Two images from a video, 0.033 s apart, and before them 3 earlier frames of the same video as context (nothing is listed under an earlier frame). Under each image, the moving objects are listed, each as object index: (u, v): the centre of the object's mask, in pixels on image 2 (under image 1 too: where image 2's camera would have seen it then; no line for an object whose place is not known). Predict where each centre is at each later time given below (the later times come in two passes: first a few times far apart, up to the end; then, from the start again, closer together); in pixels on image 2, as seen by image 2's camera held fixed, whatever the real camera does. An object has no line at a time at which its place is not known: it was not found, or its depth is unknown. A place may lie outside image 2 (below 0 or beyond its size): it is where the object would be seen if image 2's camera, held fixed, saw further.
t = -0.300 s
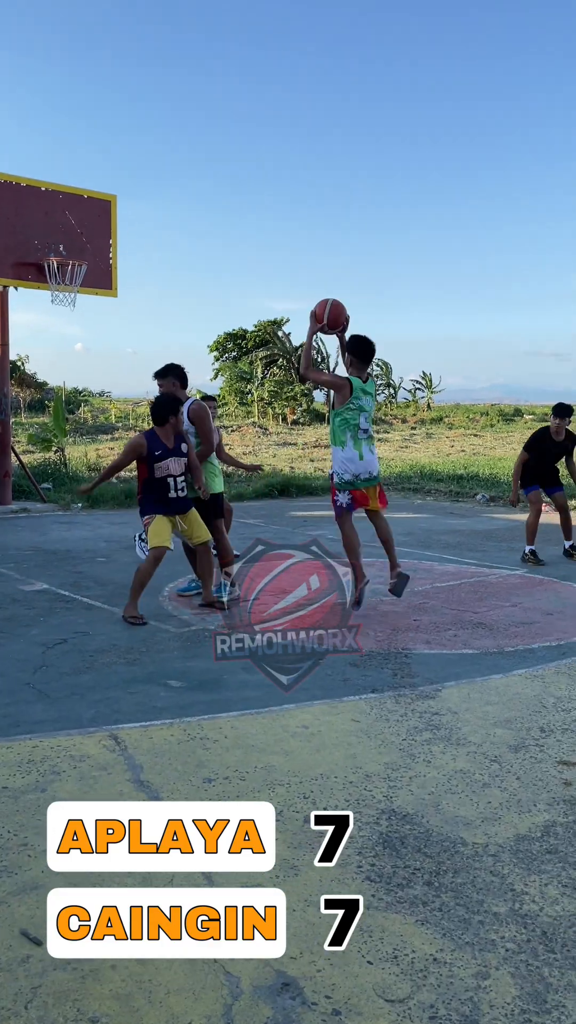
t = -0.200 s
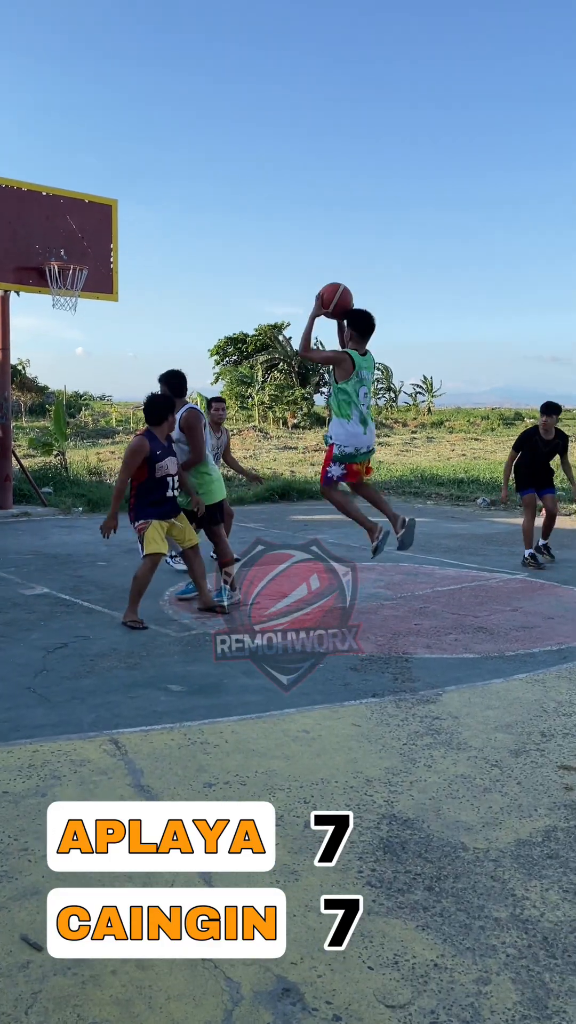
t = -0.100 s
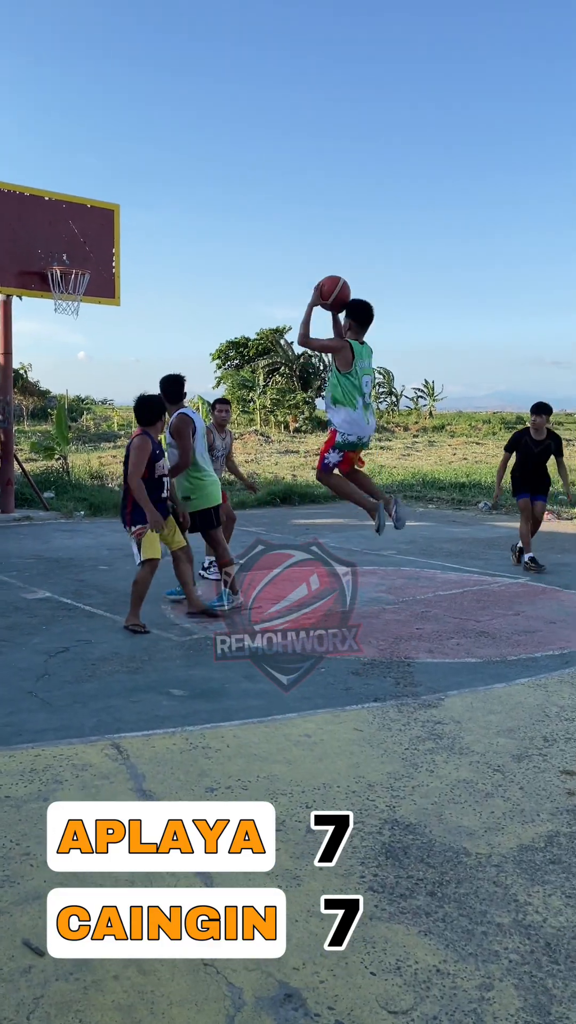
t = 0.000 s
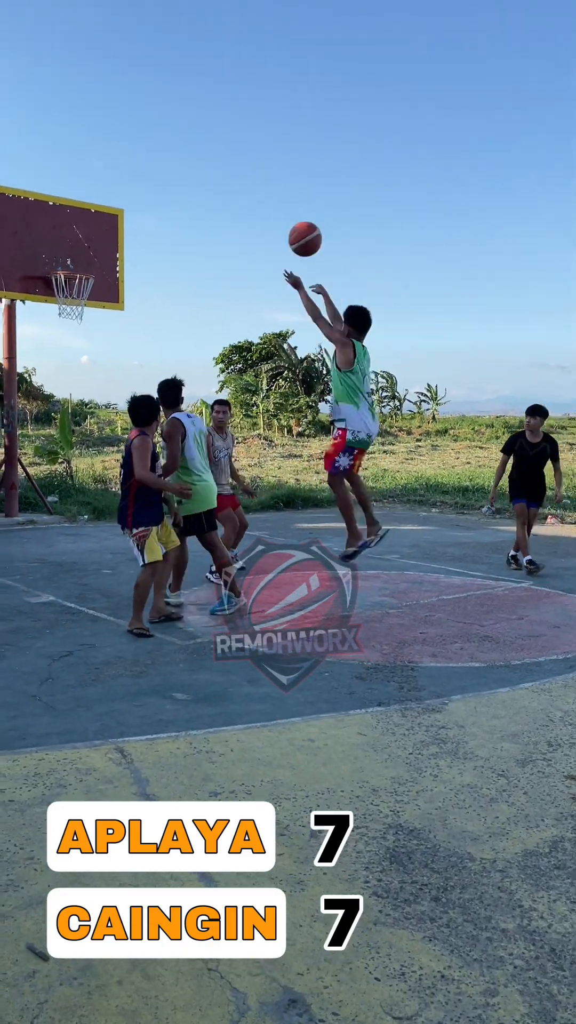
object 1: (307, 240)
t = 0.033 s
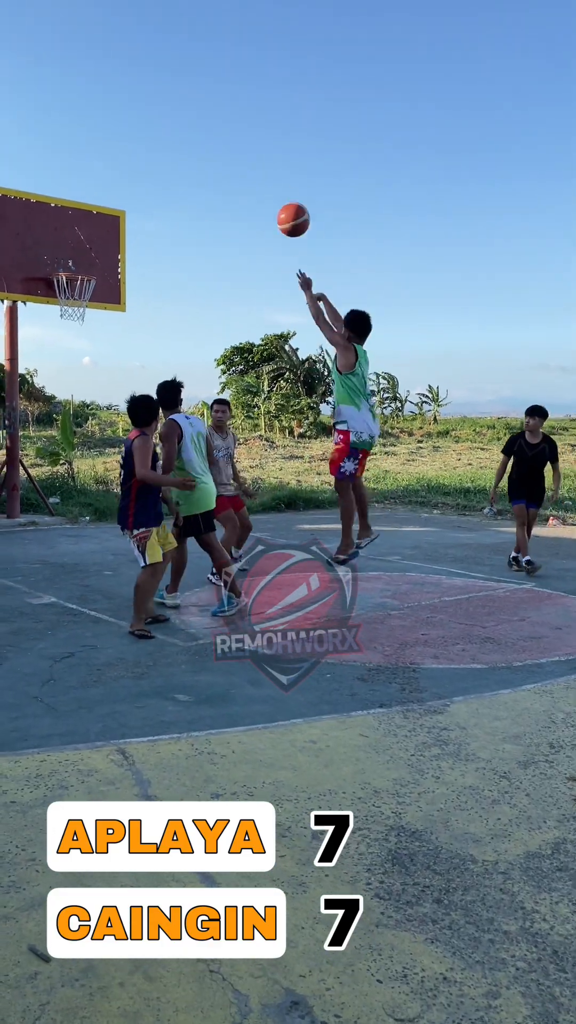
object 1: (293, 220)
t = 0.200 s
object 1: (235, 148)
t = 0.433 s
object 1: (170, 118)
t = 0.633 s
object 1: (125, 144)
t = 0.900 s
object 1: (76, 230)
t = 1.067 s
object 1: (46, 252)
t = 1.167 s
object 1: (25, 241)
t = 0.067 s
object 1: (281, 201)
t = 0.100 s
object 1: (268, 185)
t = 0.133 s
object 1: (257, 171)
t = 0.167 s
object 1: (246, 158)
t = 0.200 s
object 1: (235, 148)
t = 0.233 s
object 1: (225, 139)
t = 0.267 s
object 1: (215, 132)
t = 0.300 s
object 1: (205, 126)
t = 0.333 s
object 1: (196, 122)
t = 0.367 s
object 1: (187, 119)
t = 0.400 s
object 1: (178, 118)
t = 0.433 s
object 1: (170, 118)
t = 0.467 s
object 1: (162, 120)
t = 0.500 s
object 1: (154, 122)
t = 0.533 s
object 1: (146, 126)
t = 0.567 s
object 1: (139, 131)
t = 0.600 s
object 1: (132, 137)
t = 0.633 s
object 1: (125, 144)
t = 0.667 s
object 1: (118, 152)
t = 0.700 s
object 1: (111, 161)
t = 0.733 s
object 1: (105, 171)
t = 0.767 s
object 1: (99, 181)
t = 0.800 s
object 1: (93, 192)
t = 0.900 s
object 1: (76, 230)
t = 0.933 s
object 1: (70, 244)
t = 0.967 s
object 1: (64, 259)
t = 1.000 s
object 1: (59, 266)
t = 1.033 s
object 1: (53, 259)
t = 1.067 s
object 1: (46, 252)
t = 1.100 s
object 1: (40, 247)
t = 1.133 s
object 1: (32, 243)
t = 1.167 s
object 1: (25, 241)
